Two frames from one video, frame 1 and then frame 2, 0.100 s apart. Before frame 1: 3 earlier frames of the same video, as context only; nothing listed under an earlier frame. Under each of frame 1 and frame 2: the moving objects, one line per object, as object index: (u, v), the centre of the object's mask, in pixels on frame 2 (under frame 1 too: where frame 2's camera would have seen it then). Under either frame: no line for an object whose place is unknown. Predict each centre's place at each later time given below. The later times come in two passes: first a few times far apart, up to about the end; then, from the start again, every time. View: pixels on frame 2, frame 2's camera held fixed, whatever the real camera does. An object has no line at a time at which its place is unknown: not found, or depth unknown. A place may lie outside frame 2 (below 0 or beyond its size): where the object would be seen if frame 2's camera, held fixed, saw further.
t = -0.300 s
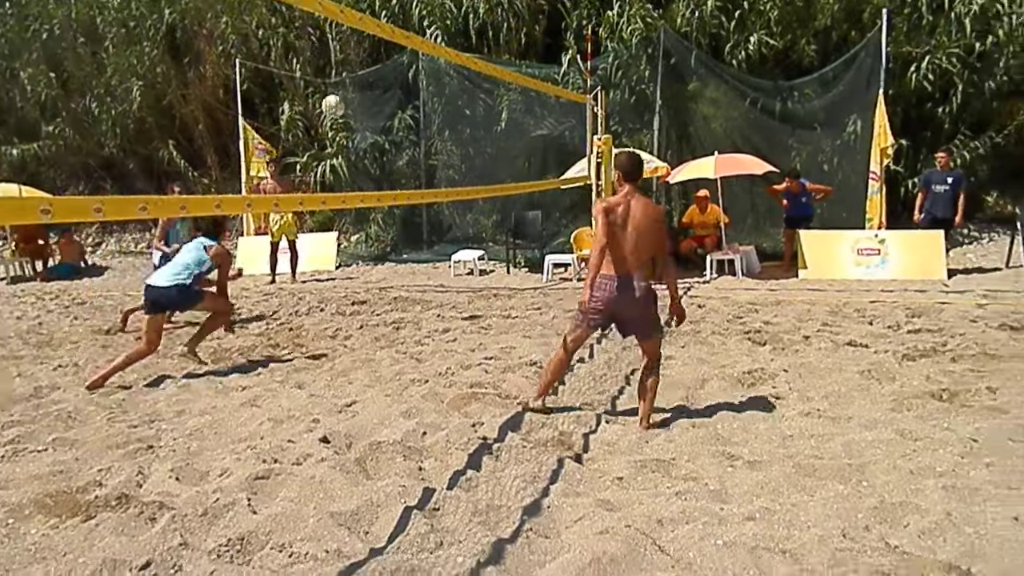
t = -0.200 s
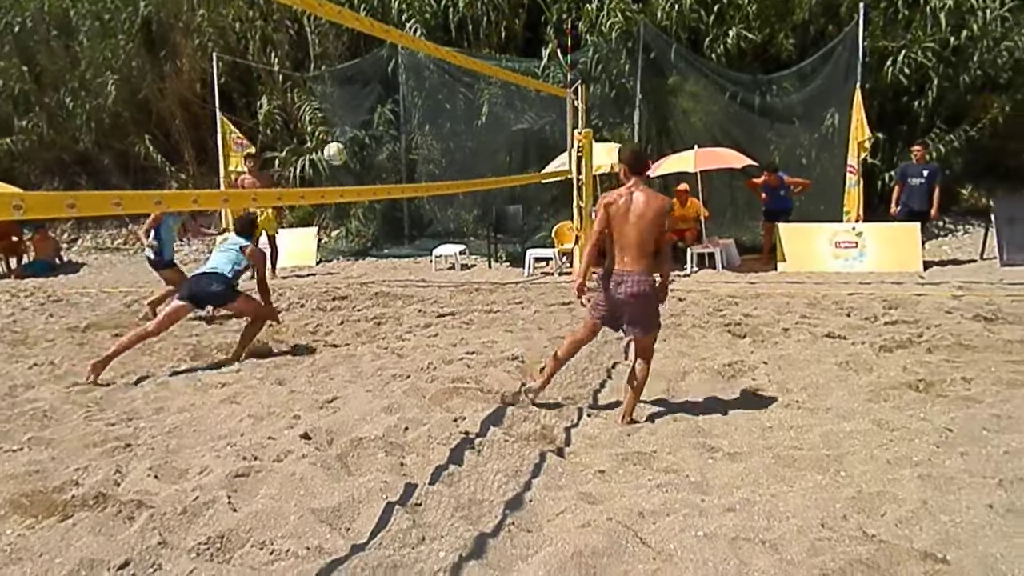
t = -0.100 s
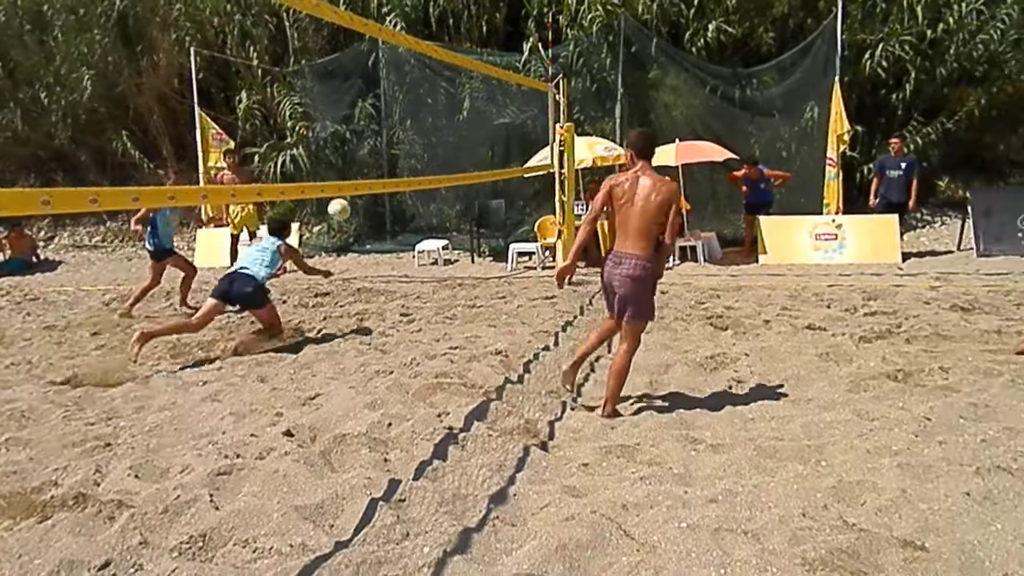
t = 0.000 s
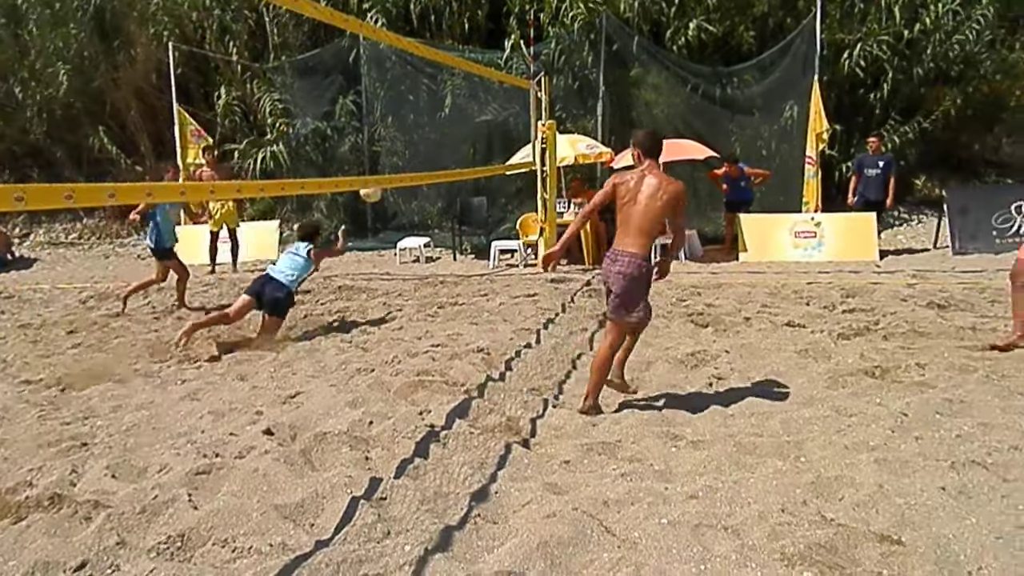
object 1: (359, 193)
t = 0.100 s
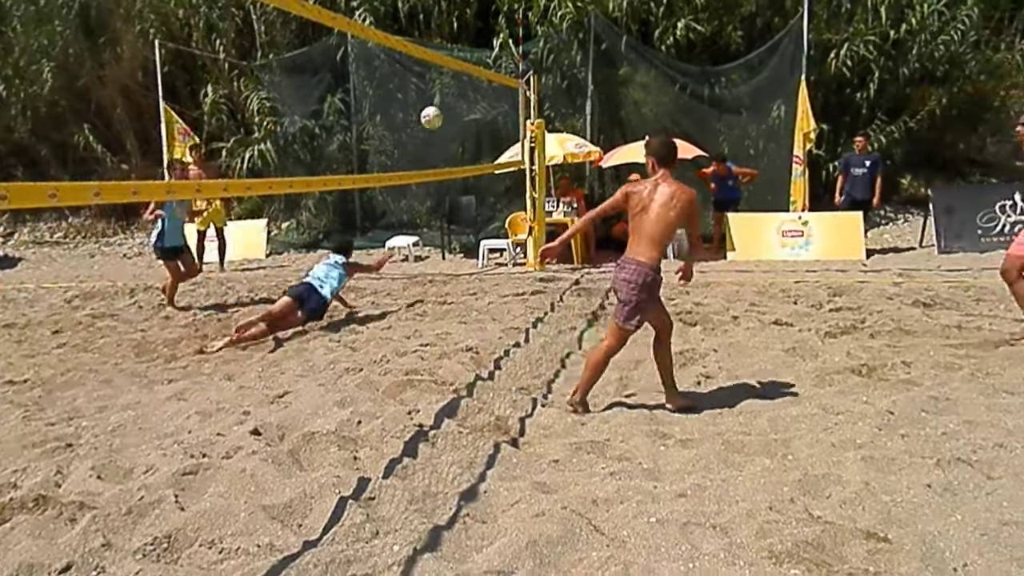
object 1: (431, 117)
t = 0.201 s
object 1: (491, 57)
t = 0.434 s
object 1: (523, 26)
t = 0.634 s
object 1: (550, 36)
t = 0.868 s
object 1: (579, 90)
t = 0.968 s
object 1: (590, 124)
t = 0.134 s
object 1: (455, 96)
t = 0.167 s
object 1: (477, 80)
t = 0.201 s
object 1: (491, 57)
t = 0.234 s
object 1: (495, 56)
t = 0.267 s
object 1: (499, 47)
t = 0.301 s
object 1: (504, 41)
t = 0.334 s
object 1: (509, 35)
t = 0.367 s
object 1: (513, 31)
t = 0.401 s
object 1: (518, 28)
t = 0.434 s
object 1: (523, 26)
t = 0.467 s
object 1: (527, 26)
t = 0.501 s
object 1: (532, 26)
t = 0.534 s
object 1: (536, 27)
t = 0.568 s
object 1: (541, 29)
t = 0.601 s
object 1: (545, 32)
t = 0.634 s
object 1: (550, 36)
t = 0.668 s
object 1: (554, 42)
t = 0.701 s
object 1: (558, 48)
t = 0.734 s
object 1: (563, 54)
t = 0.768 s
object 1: (566, 62)
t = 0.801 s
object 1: (571, 71)
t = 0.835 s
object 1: (575, 80)
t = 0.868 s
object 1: (579, 90)
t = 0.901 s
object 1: (583, 101)
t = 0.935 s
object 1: (587, 113)
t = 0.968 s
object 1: (590, 124)
